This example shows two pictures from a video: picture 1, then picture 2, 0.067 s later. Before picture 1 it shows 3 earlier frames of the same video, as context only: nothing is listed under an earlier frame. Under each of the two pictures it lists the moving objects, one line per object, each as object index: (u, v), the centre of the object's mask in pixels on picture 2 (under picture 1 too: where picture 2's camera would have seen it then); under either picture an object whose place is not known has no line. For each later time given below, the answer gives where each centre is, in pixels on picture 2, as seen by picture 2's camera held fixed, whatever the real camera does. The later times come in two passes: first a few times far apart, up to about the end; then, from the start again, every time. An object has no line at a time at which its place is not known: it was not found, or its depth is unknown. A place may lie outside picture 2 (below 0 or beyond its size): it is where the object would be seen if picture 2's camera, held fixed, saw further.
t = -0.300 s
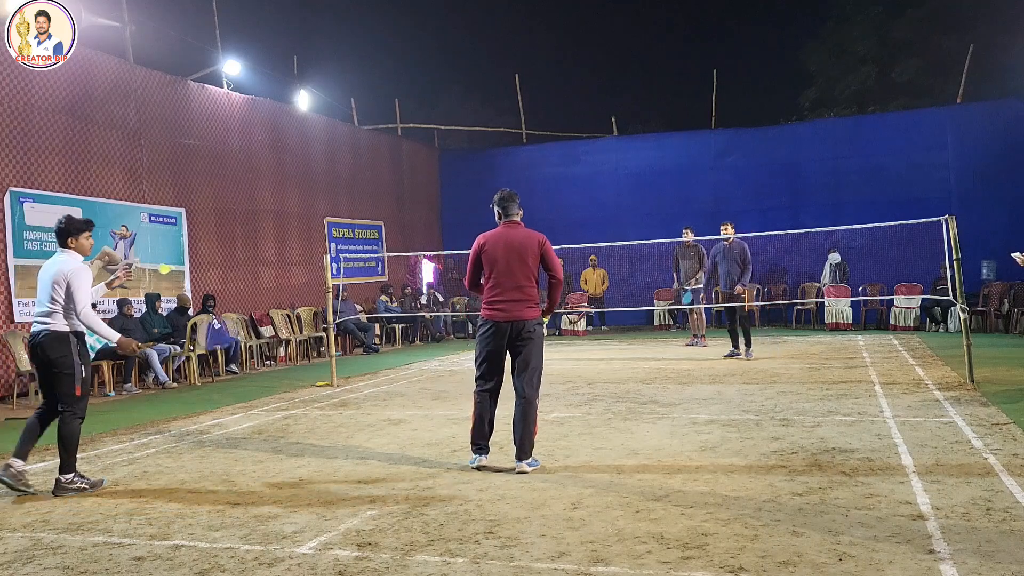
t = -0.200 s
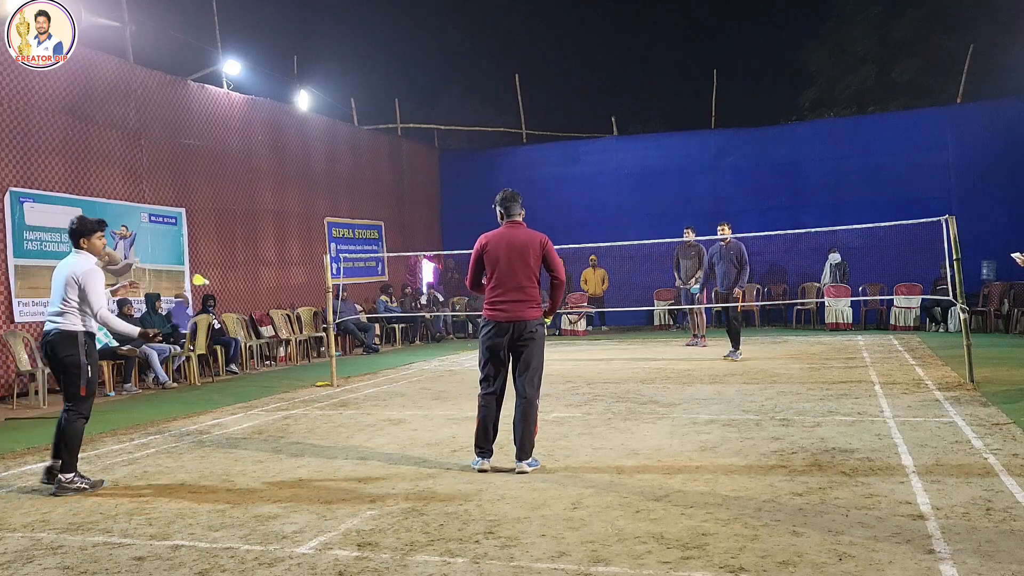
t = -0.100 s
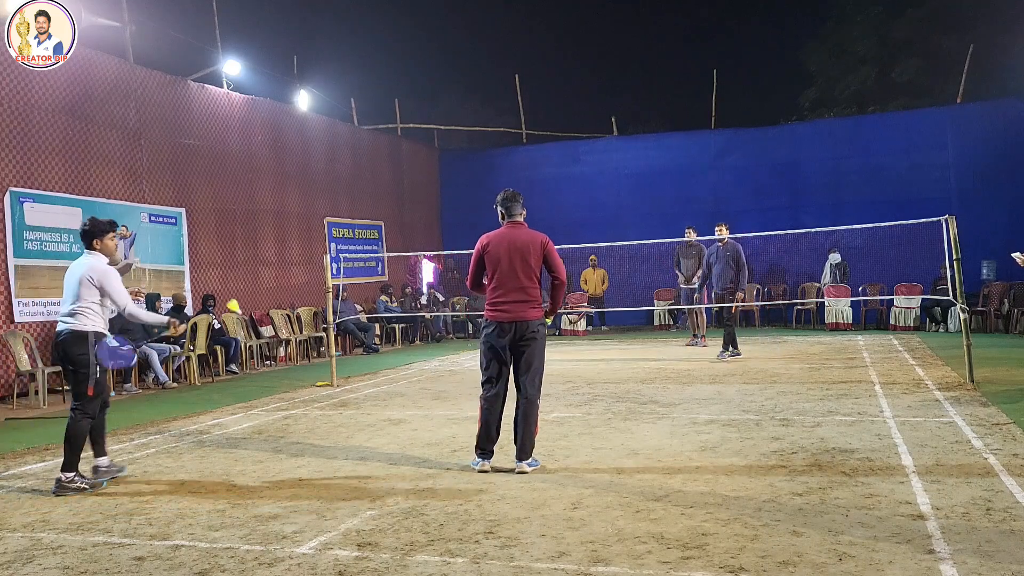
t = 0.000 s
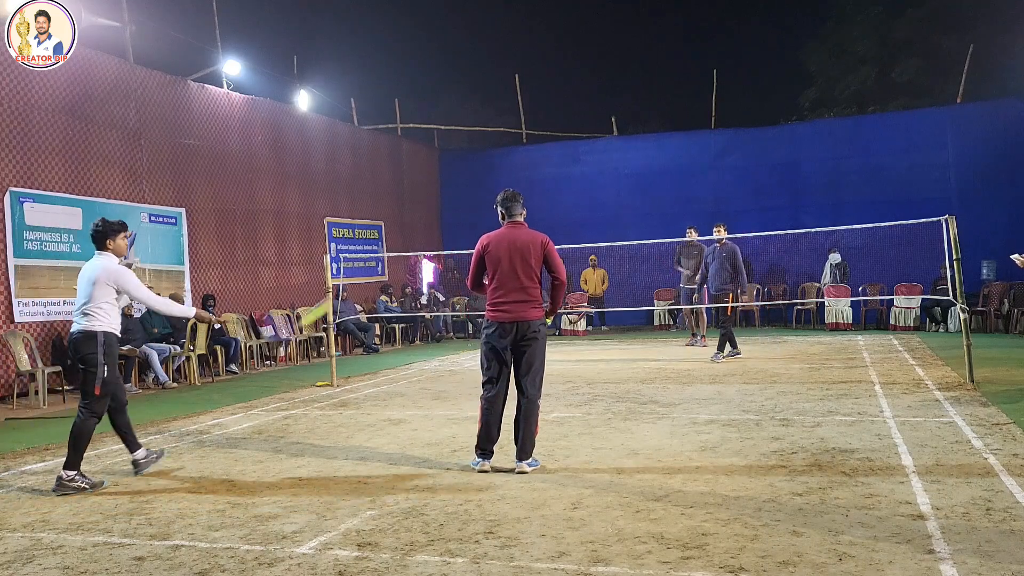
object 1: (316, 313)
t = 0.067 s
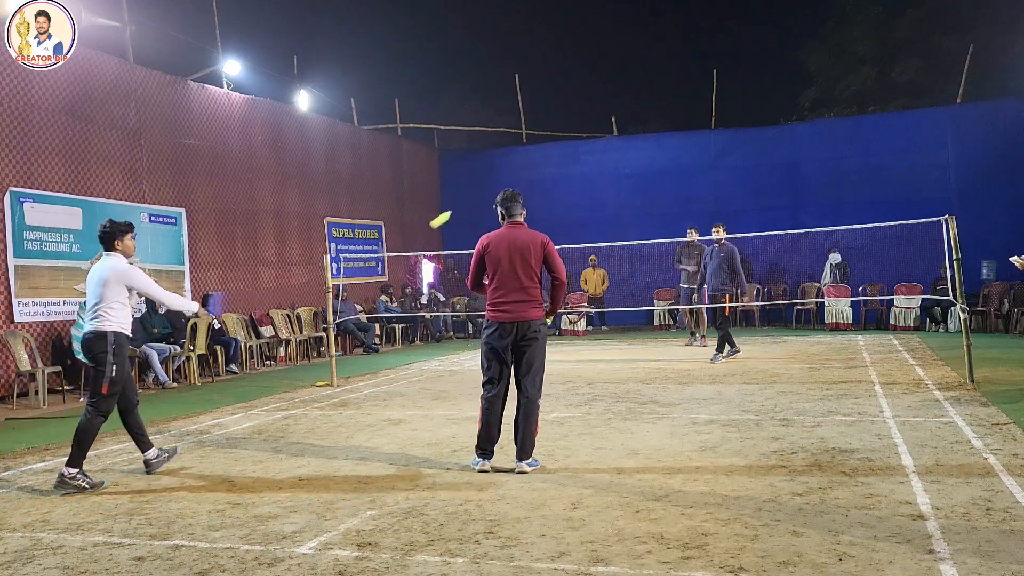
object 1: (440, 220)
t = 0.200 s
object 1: (556, 147)
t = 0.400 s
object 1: (635, 124)
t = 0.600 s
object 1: (678, 139)
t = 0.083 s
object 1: (461, 205)
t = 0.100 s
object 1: (480, 192)
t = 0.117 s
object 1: (496, 182)
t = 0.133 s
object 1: (511, 173)
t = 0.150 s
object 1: (524, 165)
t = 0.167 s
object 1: (536, 158)
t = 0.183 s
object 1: (546, 152)
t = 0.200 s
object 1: (556, 147)
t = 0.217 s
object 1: (566, 143)
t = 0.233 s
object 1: (574, 139)
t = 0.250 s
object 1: (582, 136)
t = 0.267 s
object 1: (589, 133)
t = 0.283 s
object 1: (596, 131)
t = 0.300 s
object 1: (603, 129)
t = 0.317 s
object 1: (609, 127)
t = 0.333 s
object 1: (614, 126)
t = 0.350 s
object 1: (620, 125)
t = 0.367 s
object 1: (625, 124)
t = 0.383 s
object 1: (630, 124)
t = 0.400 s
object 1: (635, 124)
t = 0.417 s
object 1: (639, 124)
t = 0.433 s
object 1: (643, 124)
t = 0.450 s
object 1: (647, 125)
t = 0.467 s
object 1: (651, 126)
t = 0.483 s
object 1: (655, 127)
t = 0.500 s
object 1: (659, 128)
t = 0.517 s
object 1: (662, 130)
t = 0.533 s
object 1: (665, 131)
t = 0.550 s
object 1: (669, 133)
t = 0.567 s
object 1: (672, 135)
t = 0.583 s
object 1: (675, 137)
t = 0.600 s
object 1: (678, 139)
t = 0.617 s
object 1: (681, 142)
